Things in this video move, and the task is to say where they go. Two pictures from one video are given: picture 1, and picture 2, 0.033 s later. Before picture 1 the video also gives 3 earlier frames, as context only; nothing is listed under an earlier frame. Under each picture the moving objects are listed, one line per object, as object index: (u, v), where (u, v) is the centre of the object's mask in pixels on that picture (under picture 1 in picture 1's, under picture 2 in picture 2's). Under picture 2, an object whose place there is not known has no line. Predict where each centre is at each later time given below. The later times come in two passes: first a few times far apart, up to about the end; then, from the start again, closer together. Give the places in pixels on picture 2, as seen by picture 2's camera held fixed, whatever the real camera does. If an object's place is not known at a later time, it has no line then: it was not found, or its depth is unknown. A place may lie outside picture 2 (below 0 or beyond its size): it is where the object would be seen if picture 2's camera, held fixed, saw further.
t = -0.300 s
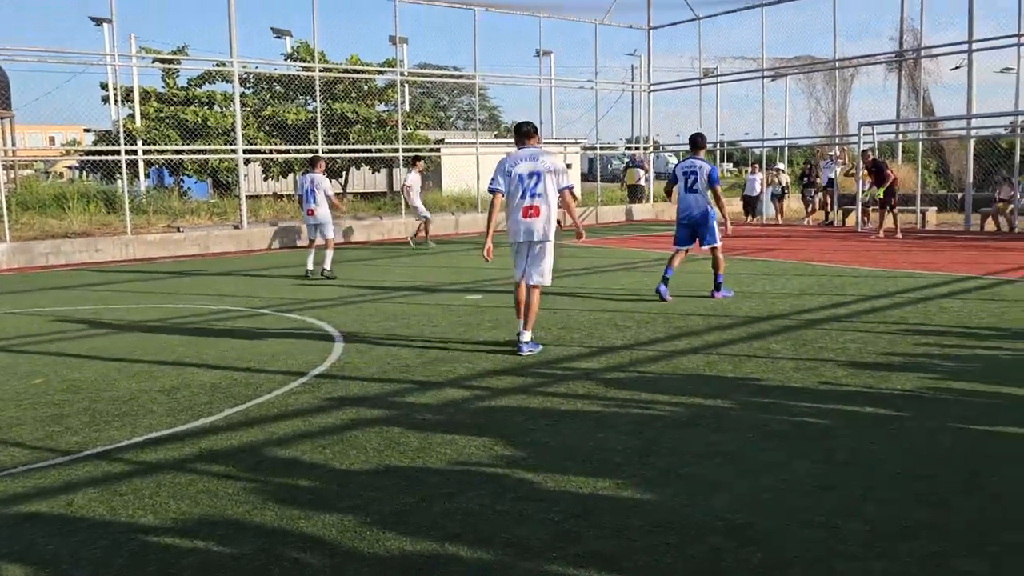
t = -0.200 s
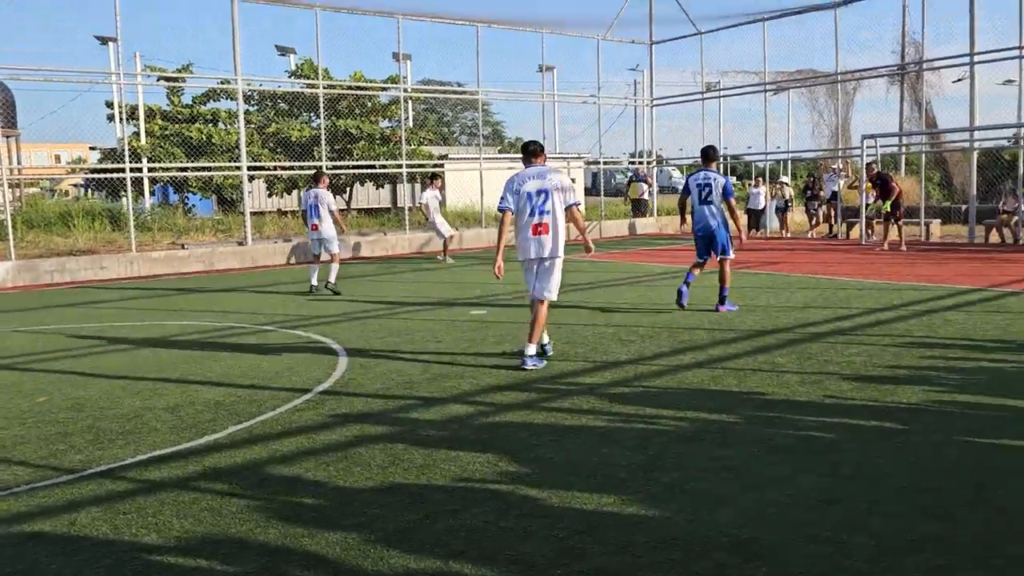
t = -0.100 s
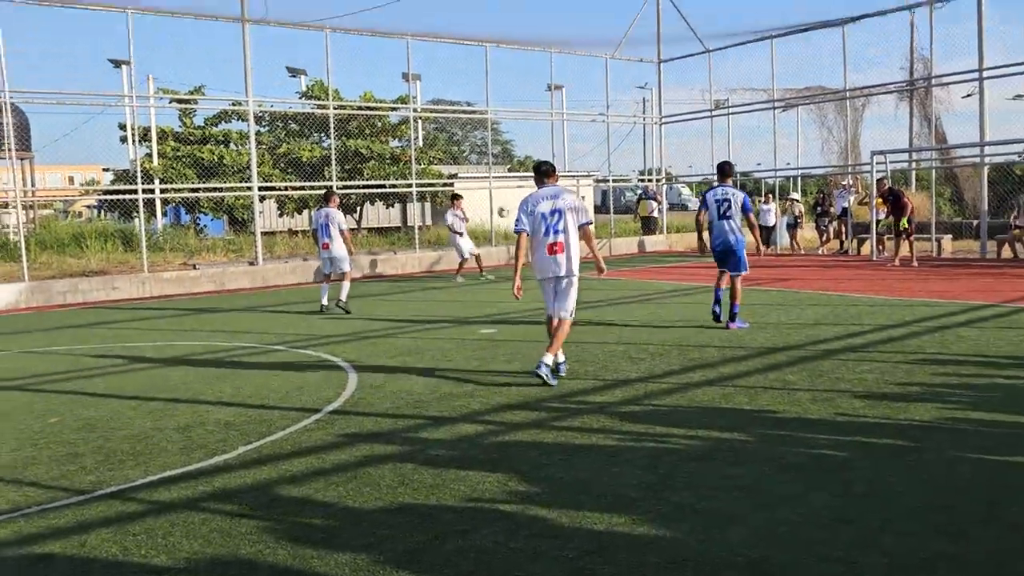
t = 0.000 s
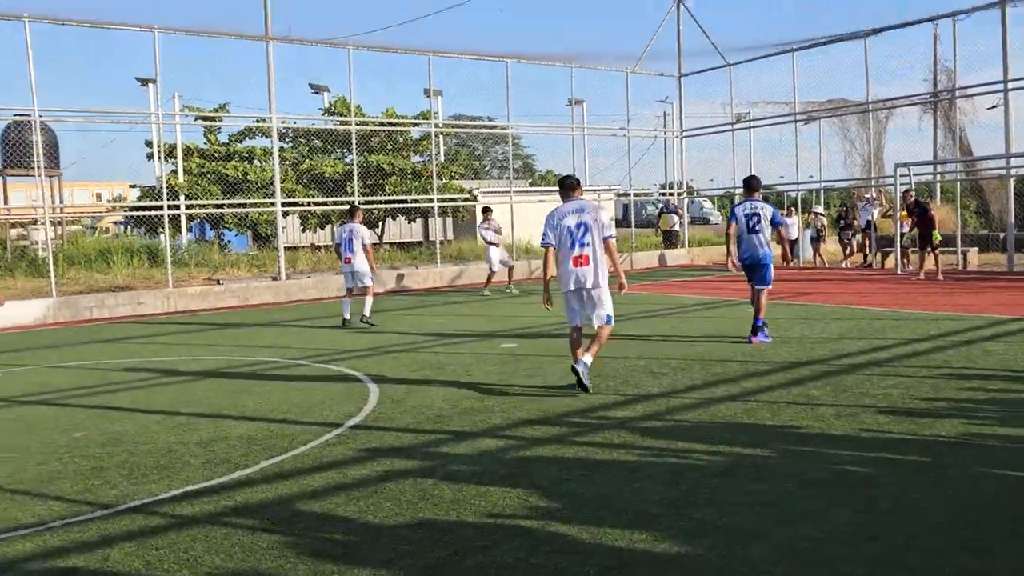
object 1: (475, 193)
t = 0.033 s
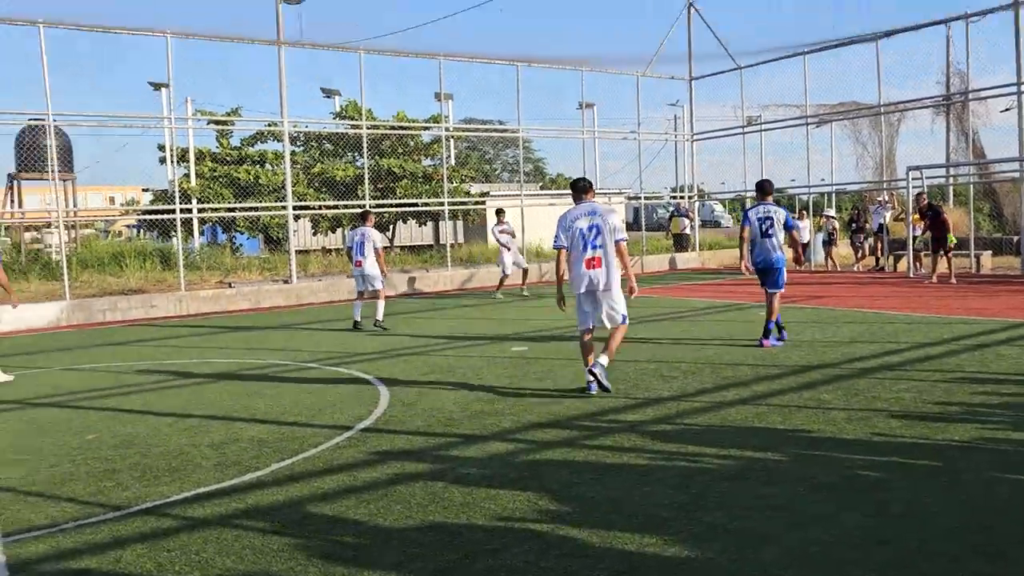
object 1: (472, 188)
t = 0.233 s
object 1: (355, 136)
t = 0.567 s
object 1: (90, 87)
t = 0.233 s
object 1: (355, 136)
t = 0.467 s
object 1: (180, 96)
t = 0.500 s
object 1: (151, 93)
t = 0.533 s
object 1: (122, 90)
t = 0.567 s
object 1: (90, 87)
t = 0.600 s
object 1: (58, 86)
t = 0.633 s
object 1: (24, 87)
